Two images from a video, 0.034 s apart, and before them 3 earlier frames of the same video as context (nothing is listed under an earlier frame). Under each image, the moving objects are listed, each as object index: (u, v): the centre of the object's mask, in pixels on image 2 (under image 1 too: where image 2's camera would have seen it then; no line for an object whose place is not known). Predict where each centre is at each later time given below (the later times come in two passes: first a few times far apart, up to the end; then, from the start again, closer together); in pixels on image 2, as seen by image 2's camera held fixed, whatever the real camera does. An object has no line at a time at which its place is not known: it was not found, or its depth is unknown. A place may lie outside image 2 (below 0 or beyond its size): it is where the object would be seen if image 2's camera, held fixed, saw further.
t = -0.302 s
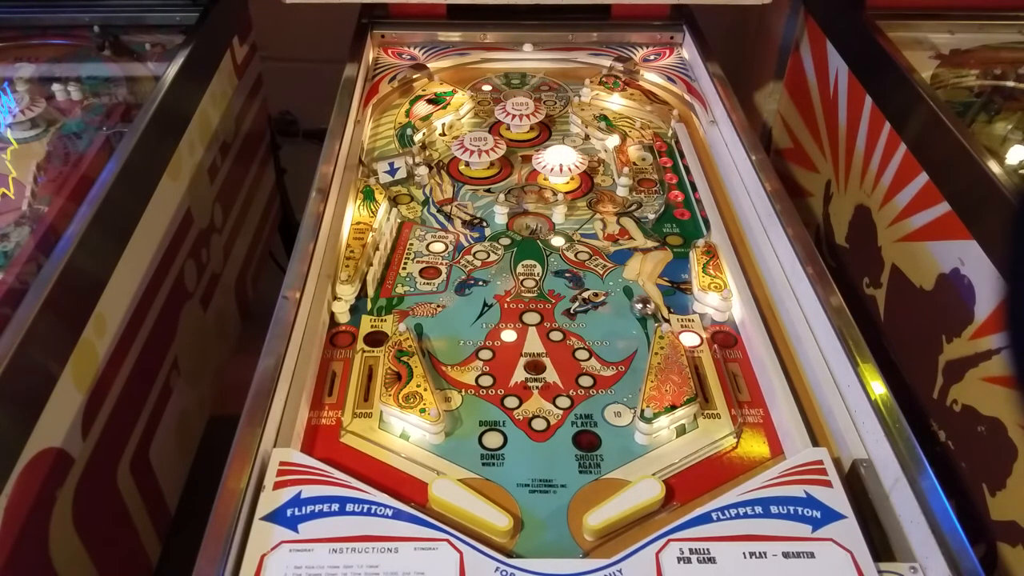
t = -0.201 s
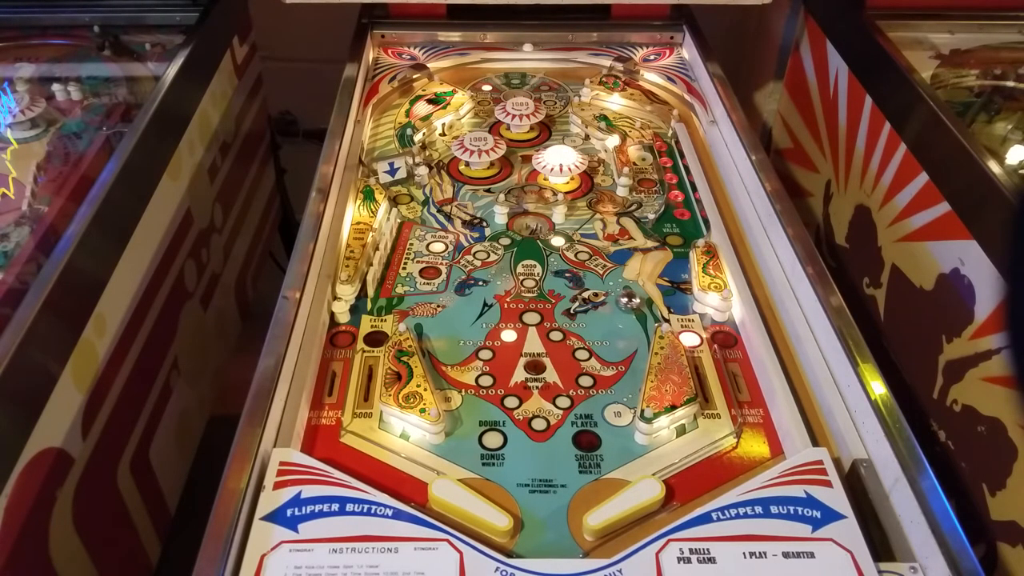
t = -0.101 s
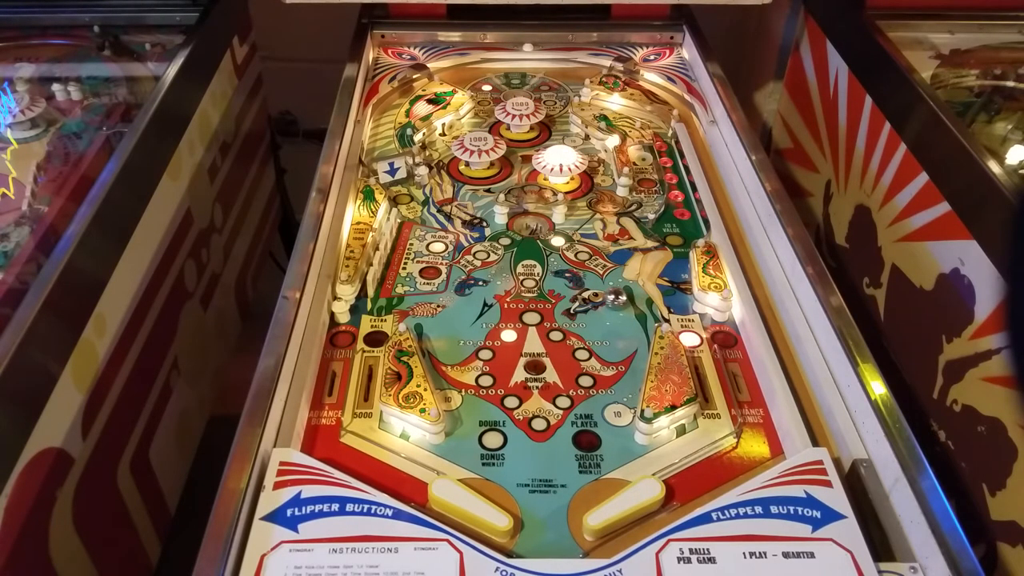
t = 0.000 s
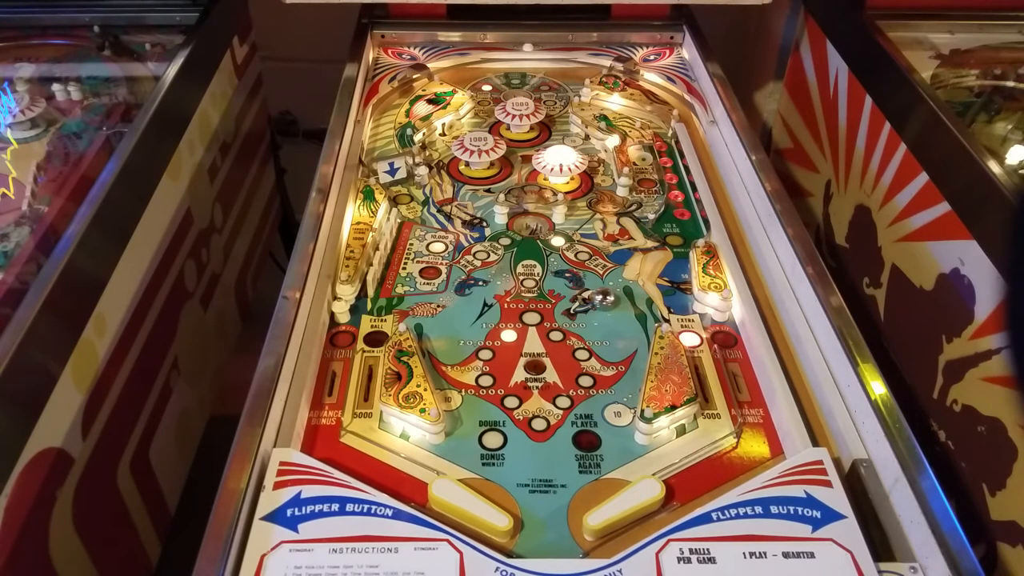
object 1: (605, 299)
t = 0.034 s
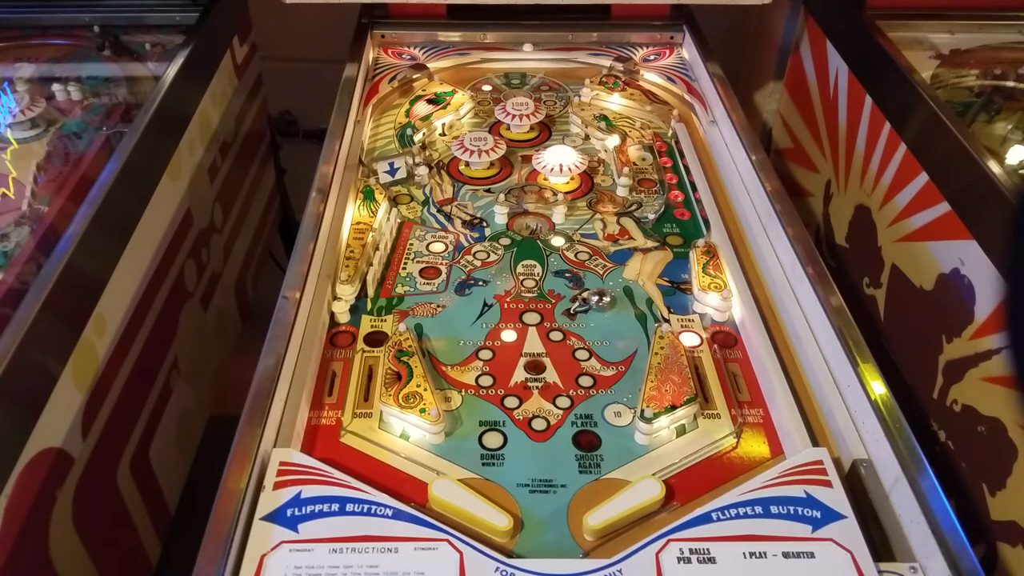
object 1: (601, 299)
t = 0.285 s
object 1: (573, 318)
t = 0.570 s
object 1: (544, 371)
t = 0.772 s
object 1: (532, 437)
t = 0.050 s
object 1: (599, 300)
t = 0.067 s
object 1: (597, 300)
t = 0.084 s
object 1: (595, 301)
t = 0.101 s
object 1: (594, 301)
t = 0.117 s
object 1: (592, 302)
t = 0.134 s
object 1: (590, 304)
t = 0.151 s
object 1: (588, 306)
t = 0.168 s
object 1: (586, 307)
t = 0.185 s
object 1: (583, 308)
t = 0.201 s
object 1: (581, 309)
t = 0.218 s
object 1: (580, 310)
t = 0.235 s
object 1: (578, 311)
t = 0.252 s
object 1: (576, 313)
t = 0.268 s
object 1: (575, 315)
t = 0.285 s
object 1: (573, 318)
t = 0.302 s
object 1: (571, 319)
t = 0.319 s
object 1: (568, 322)
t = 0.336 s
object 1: (566, 324)
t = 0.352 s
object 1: (564, 328)
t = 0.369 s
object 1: (563, 330)
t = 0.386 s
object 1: (561, 333)
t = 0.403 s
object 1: (560, 335)
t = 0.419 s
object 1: (558, 338)
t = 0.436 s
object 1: (557, 341)
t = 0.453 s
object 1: (555, 343)
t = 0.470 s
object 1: (553, 347)
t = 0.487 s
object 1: (551, 351)
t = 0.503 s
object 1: (549, 355)
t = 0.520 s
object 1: (548, 359)
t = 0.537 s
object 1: (547, 363)
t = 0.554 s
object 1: (545, 366)
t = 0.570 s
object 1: (544, 371)
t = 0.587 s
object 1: (543, 374)
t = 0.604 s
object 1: (542, 379)
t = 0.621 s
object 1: (541, 384)
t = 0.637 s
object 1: (539, 389)
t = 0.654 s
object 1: (538, 394)
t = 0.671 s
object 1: (538, 398)
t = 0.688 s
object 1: (536, 405)
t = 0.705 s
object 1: (534, 410)
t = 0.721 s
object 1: (534, 418)
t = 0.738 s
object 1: (534, 423)
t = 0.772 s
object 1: (532, 437)
